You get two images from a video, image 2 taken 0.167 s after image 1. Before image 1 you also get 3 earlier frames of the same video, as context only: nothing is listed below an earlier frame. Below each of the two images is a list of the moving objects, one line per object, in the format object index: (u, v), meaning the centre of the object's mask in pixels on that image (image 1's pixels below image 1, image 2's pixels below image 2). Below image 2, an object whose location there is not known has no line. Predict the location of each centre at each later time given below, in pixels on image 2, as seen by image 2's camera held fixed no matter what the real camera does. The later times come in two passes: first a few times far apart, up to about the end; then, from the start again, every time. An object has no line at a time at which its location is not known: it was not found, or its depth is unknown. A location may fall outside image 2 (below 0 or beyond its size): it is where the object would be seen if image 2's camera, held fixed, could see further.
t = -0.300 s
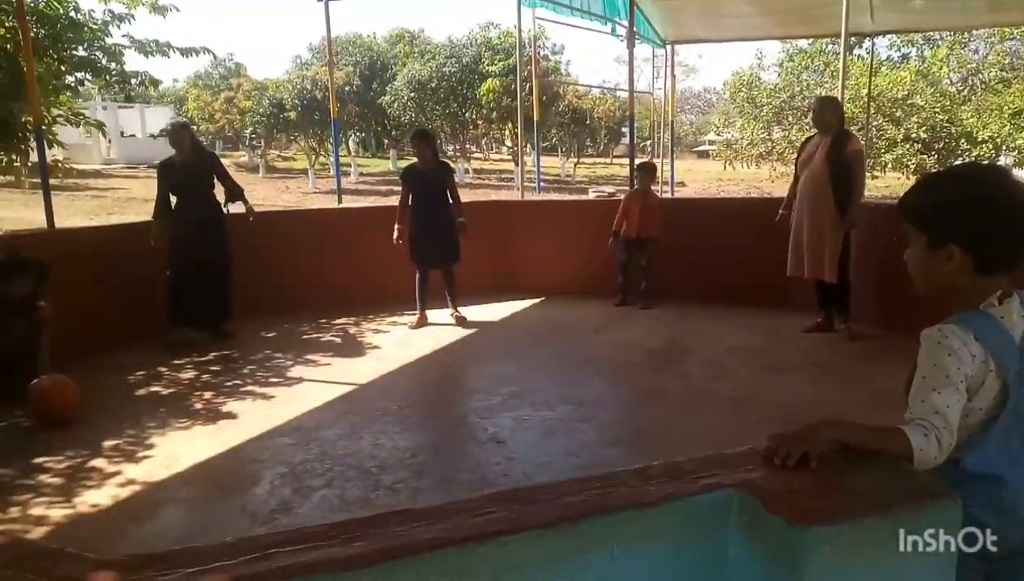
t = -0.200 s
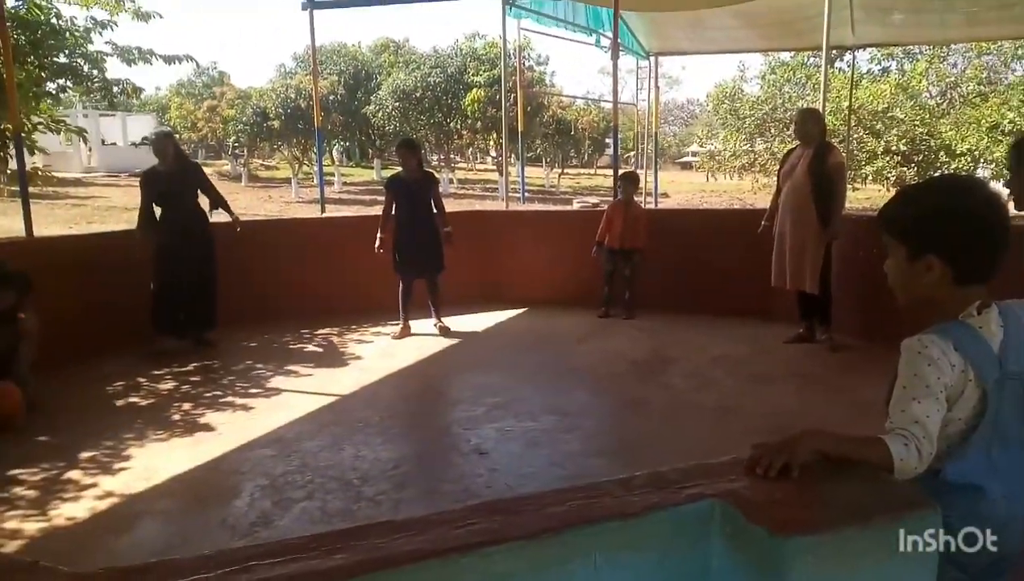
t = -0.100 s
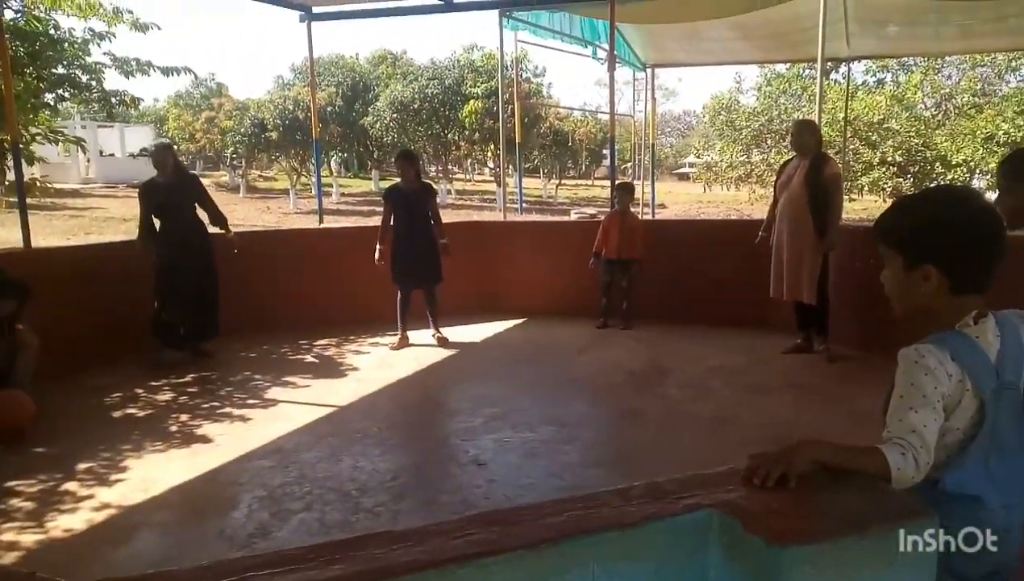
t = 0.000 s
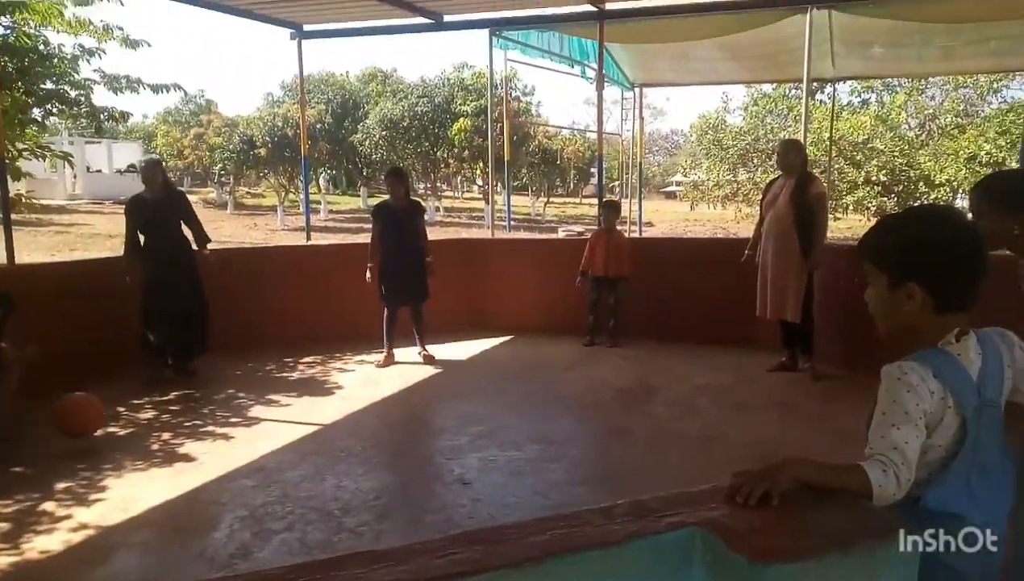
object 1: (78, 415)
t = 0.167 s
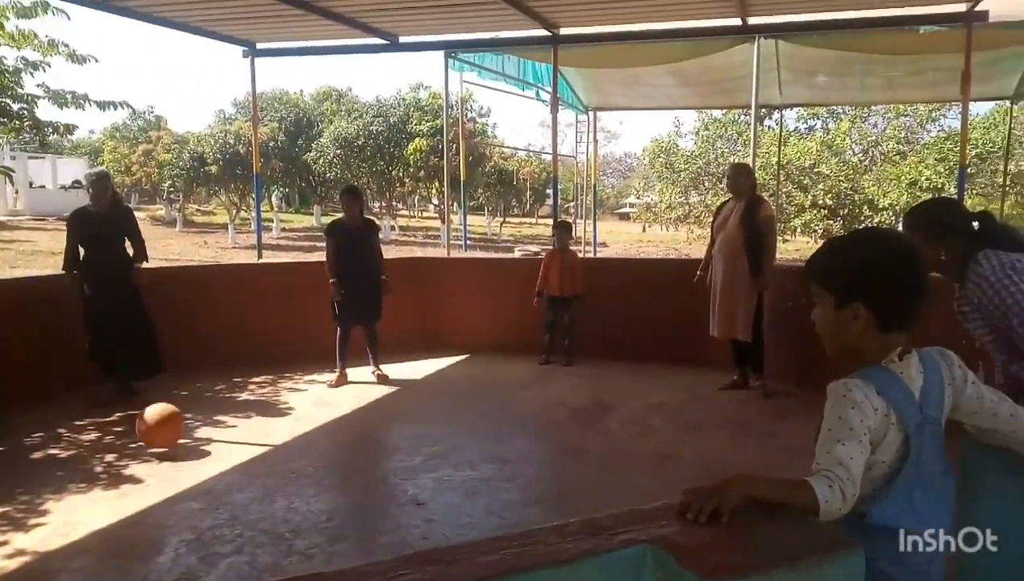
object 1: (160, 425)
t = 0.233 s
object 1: (202, 421)
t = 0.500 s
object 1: (359, 406)
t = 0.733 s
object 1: (475, 396)
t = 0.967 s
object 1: (575, 383)
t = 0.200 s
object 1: (181, 423)
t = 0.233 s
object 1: (202, 421)
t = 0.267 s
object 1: (223, 422)
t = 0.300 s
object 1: (244, 423)
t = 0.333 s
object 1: (265, 416)
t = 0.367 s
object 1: (285, 412)
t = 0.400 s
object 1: (304, 410)
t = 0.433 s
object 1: (323, 410)
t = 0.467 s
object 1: (341, 411)
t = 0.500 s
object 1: (359, 406)
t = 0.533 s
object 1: (377, 402)
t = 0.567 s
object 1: (394, 401)
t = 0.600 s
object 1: (410, 403)
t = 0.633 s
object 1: (427, 401)
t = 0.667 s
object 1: (443, 397)
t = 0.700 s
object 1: (459, 396)
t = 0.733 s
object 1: (475, 396)
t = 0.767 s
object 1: (490, 393)
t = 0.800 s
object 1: (506, 390)
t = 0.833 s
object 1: (520, 388)
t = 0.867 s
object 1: (534, 388)
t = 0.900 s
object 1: (548, 385)
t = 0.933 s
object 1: (561, 383)
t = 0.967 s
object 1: (575, 383)
